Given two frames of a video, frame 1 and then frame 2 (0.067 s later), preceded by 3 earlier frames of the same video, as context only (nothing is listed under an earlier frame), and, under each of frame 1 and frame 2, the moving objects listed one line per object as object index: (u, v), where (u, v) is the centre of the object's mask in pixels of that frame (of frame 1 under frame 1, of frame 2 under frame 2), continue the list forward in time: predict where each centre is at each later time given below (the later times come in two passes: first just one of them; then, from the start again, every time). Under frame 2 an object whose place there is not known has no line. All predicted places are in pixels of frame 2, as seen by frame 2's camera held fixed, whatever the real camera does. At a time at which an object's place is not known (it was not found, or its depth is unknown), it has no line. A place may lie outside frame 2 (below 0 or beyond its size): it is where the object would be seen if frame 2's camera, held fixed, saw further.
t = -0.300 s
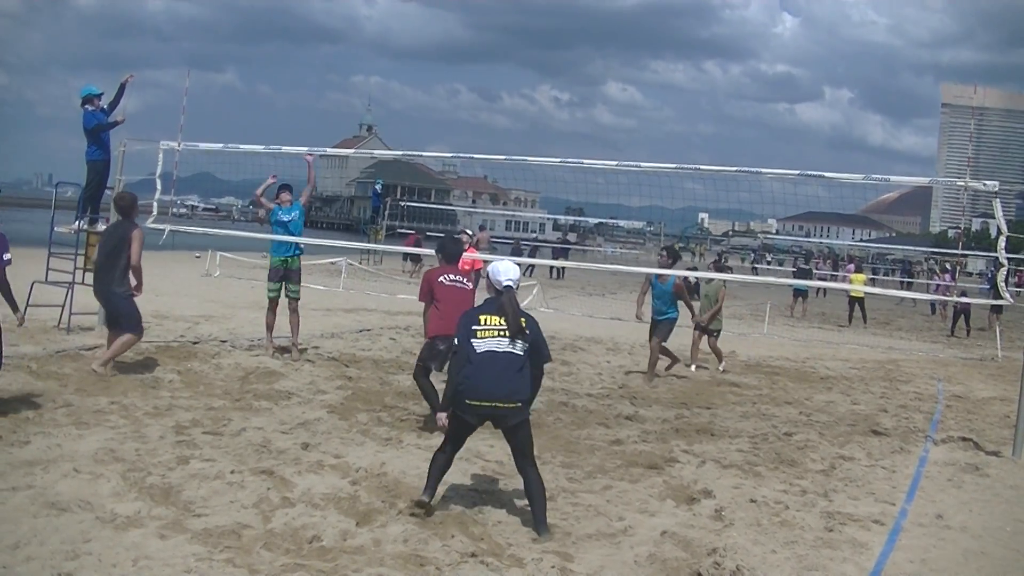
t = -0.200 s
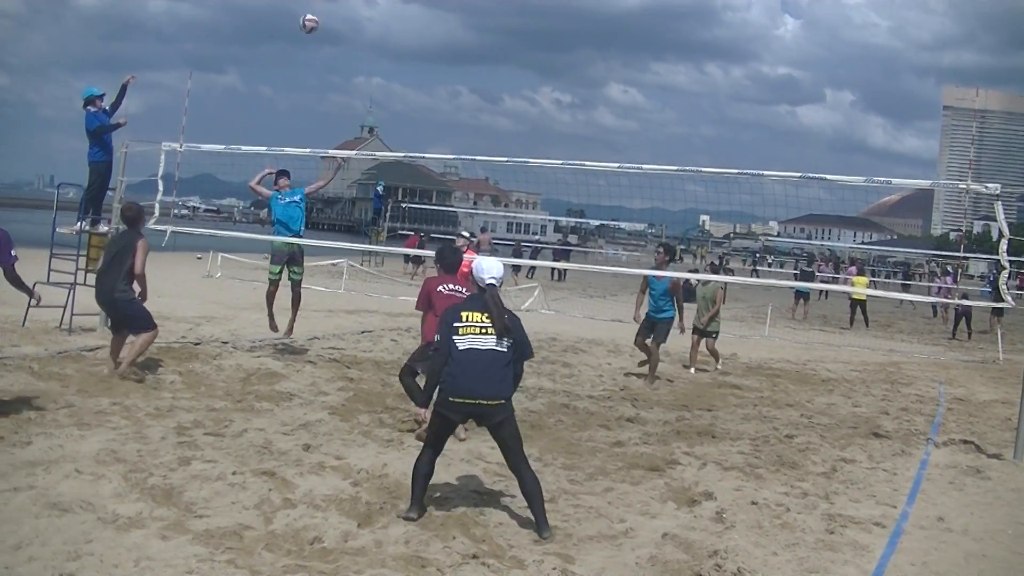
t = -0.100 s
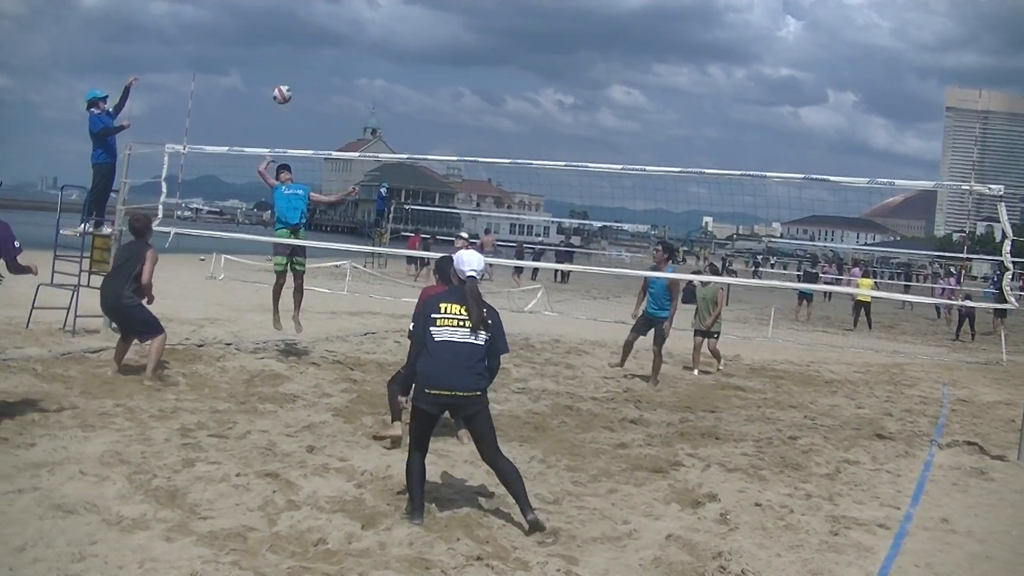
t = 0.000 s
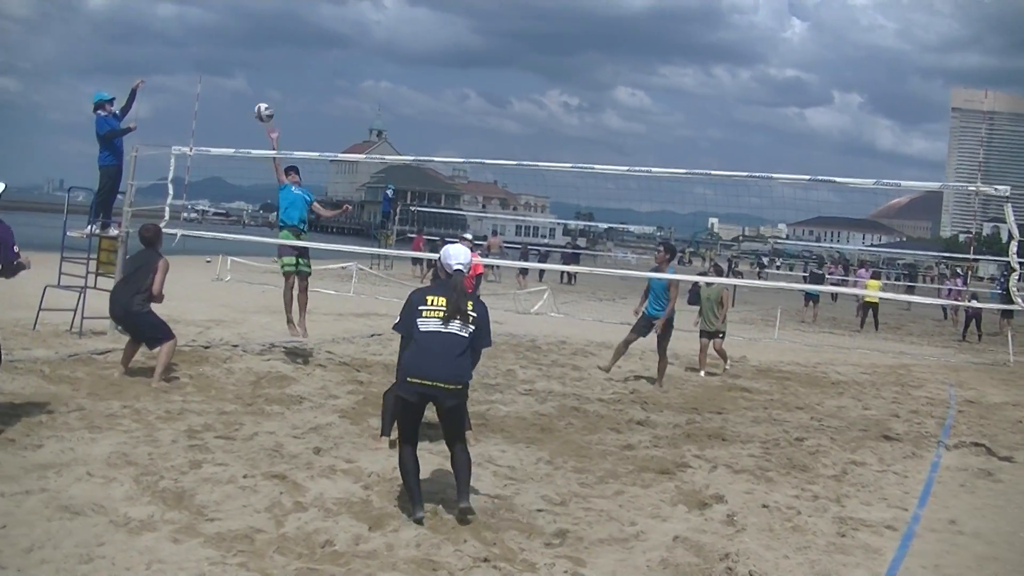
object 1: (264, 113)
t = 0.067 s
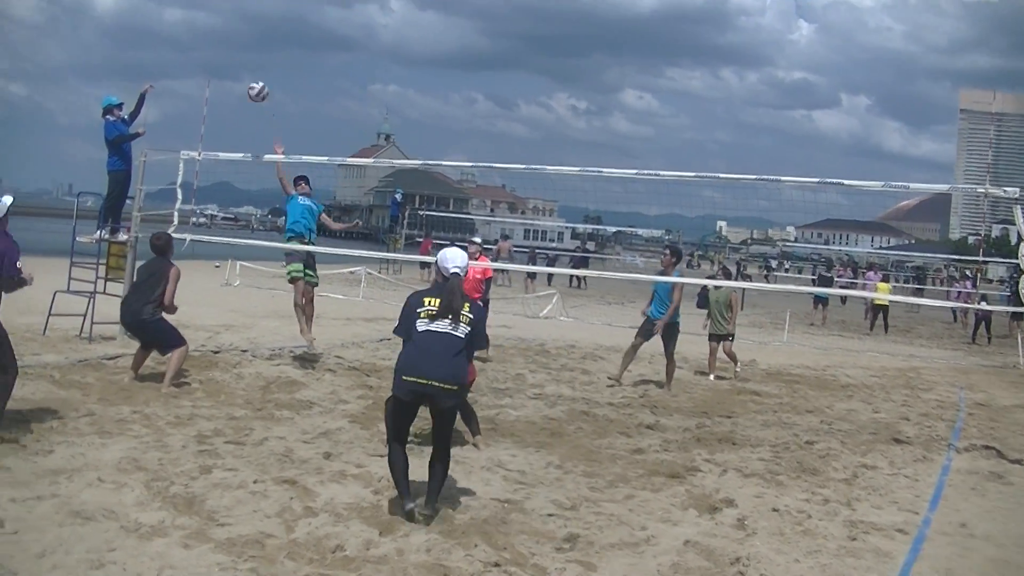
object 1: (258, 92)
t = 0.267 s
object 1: (212, 35)
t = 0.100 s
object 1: (251, 81)
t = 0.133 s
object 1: (244, 70)
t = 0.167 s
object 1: (236, 60)
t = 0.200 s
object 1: (229, 51)
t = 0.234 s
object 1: (221, 43)
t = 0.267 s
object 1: (212, 35)
